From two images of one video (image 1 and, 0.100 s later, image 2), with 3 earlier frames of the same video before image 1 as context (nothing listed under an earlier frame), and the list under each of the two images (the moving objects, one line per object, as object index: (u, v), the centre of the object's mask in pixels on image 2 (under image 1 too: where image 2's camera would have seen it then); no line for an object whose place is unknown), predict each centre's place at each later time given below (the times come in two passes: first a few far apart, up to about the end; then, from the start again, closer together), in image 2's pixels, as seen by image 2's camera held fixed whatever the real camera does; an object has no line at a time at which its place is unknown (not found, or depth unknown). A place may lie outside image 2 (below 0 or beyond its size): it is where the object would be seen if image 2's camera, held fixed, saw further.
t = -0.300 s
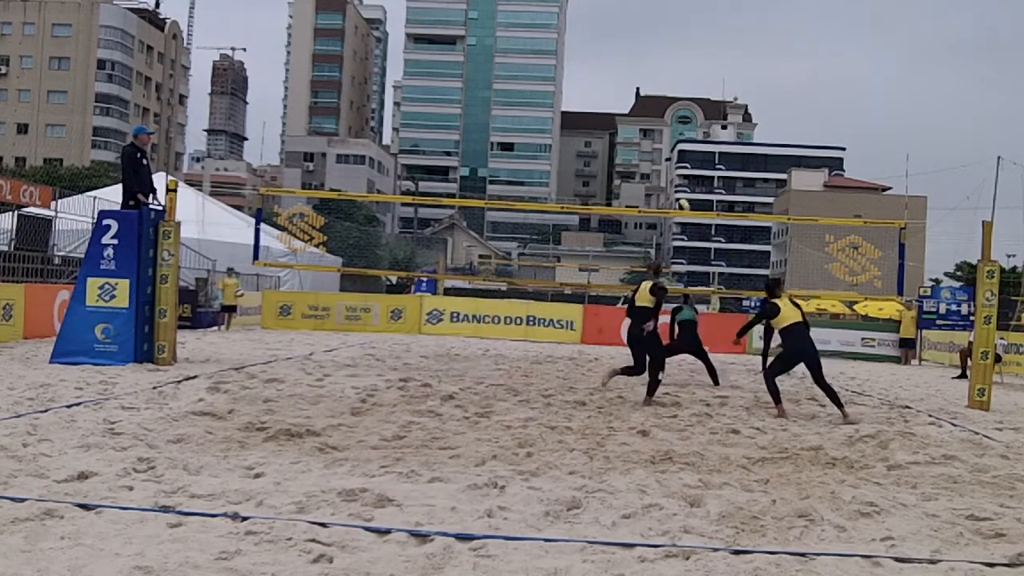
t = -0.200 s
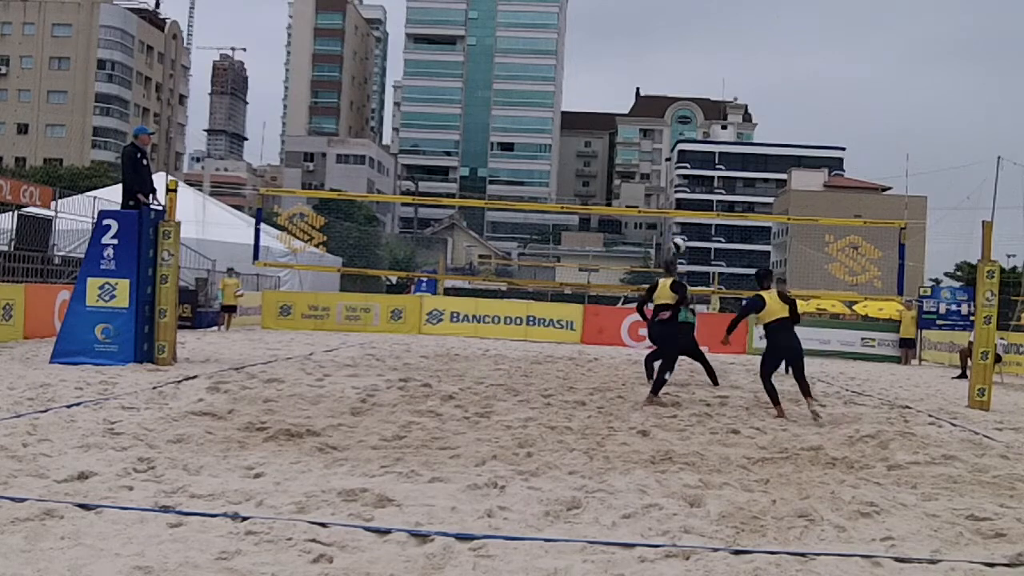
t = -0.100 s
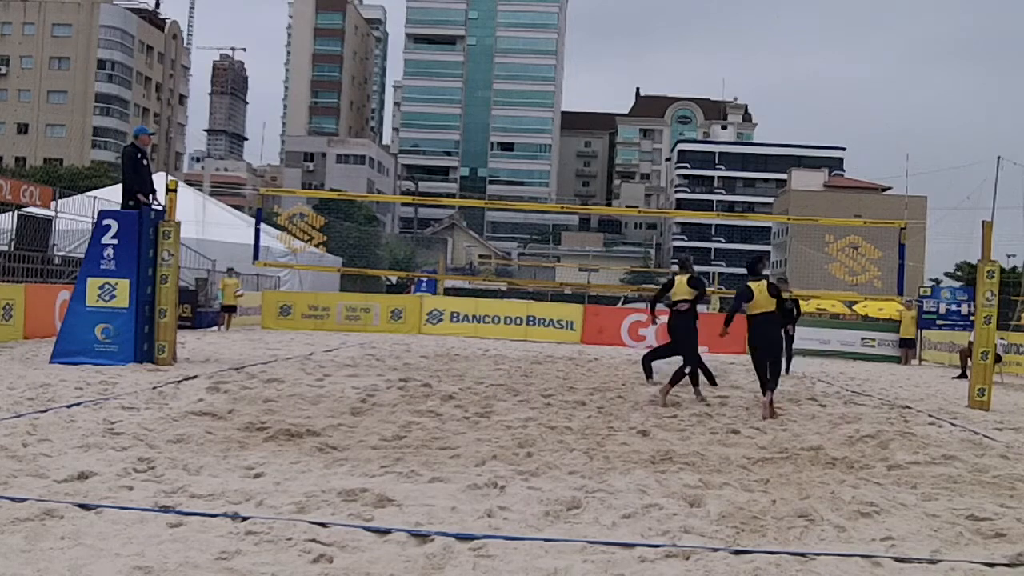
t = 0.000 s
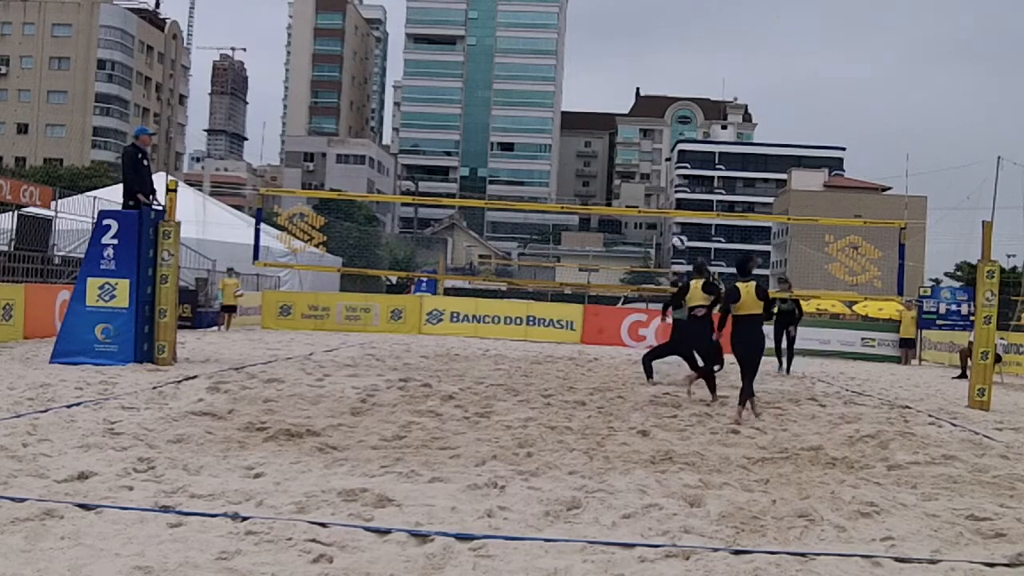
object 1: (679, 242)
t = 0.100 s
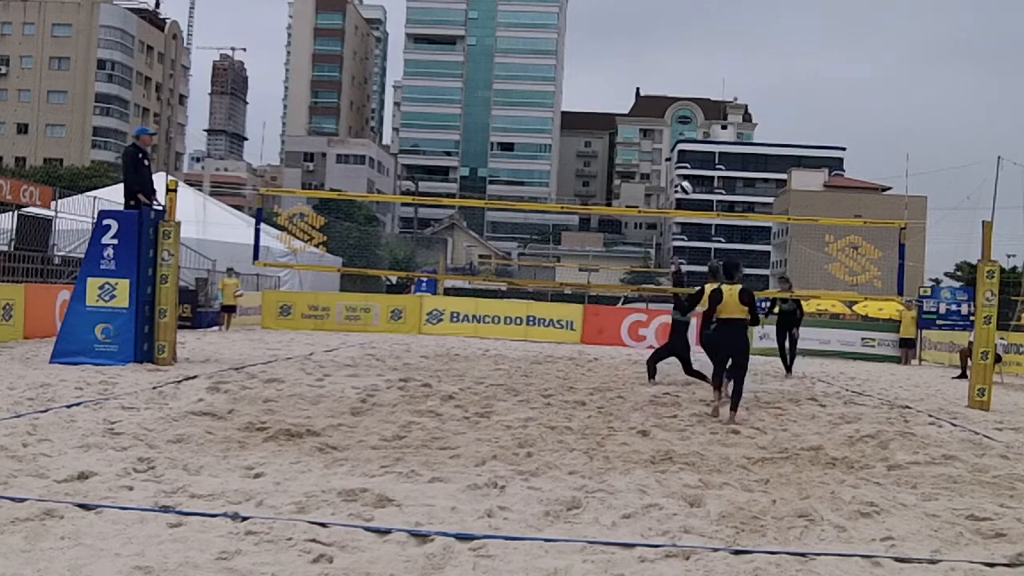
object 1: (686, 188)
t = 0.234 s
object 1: (694, 127)
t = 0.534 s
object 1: (713, 39)
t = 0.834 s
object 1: (731, 14)
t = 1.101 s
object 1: (745, 43)
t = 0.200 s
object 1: (691, 141)
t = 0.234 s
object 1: (694, 127)
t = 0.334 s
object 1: (701, 91)
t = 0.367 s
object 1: (703, 81)
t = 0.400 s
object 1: (705, 70)
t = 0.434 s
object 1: (707, 61)
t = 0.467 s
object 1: (709, 53)
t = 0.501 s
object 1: (711, 46)
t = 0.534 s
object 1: (713, 39)
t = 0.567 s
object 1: (715, 34)
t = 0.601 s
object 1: (717, 29)
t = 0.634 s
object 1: (719, 25)
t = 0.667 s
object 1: (720, 21)
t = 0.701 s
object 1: (722, 18)
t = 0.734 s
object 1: (724, 16)
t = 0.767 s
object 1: (727, 14)
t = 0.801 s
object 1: (729, 14)
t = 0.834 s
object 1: (731, 14)
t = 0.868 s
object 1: (732, 15)
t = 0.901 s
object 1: (734, 17)
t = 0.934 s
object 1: (736, 19)
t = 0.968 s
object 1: (738, 22)
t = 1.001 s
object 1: (740, 26)
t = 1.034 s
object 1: (741, 31)
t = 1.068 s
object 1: (743, 37)
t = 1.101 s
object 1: (745, 43)
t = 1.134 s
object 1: (747, 50)
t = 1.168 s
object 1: (748, 58)
